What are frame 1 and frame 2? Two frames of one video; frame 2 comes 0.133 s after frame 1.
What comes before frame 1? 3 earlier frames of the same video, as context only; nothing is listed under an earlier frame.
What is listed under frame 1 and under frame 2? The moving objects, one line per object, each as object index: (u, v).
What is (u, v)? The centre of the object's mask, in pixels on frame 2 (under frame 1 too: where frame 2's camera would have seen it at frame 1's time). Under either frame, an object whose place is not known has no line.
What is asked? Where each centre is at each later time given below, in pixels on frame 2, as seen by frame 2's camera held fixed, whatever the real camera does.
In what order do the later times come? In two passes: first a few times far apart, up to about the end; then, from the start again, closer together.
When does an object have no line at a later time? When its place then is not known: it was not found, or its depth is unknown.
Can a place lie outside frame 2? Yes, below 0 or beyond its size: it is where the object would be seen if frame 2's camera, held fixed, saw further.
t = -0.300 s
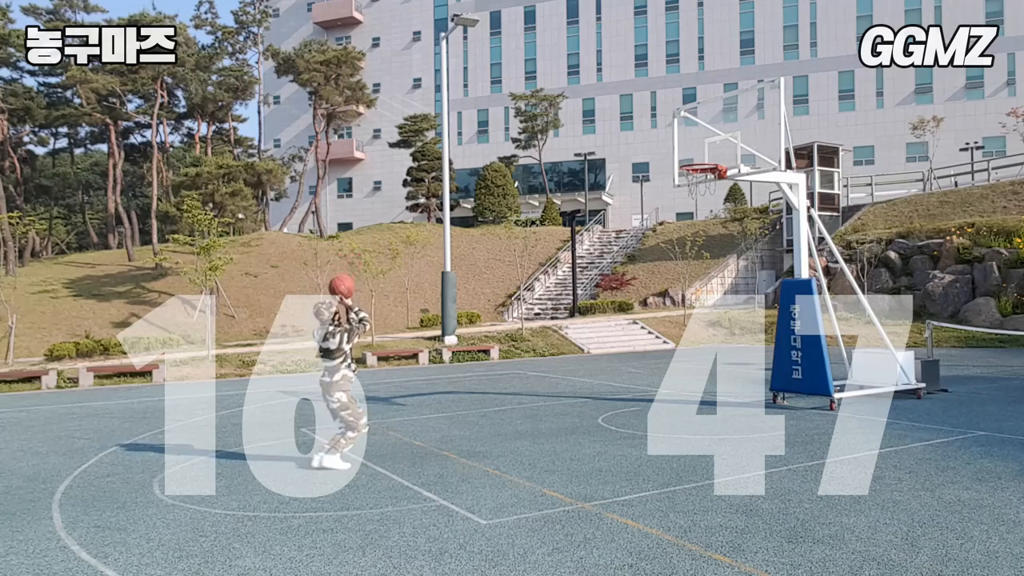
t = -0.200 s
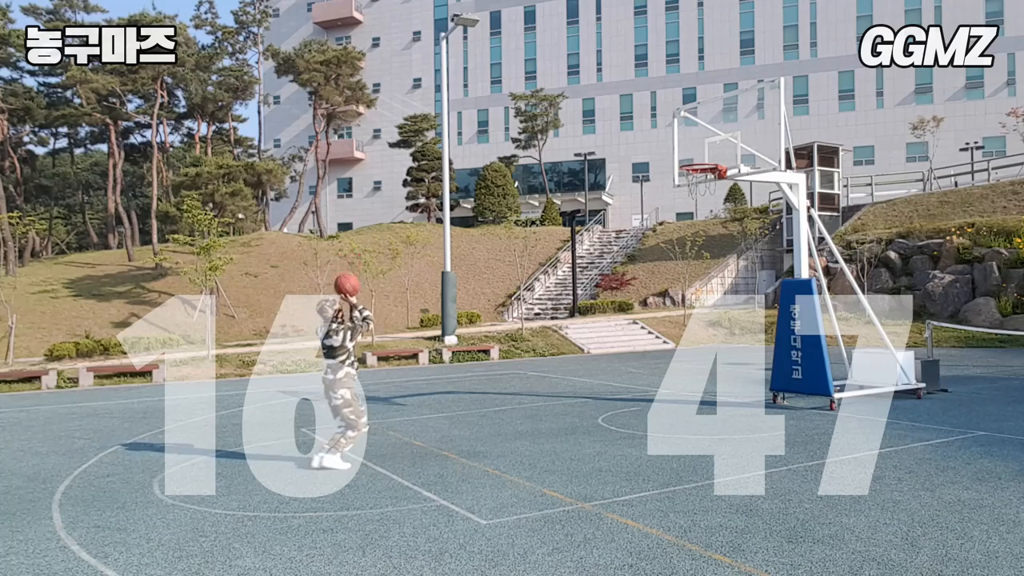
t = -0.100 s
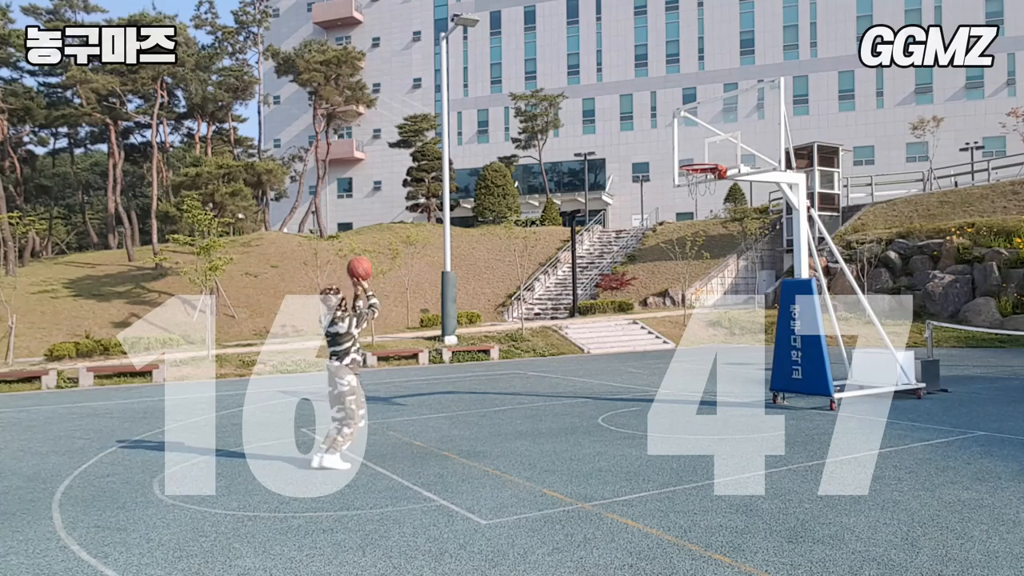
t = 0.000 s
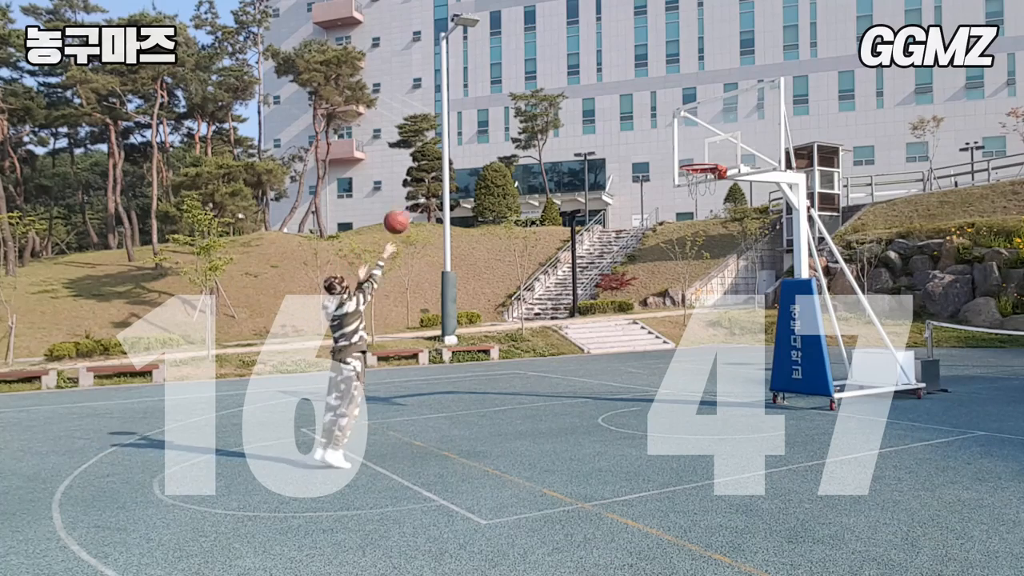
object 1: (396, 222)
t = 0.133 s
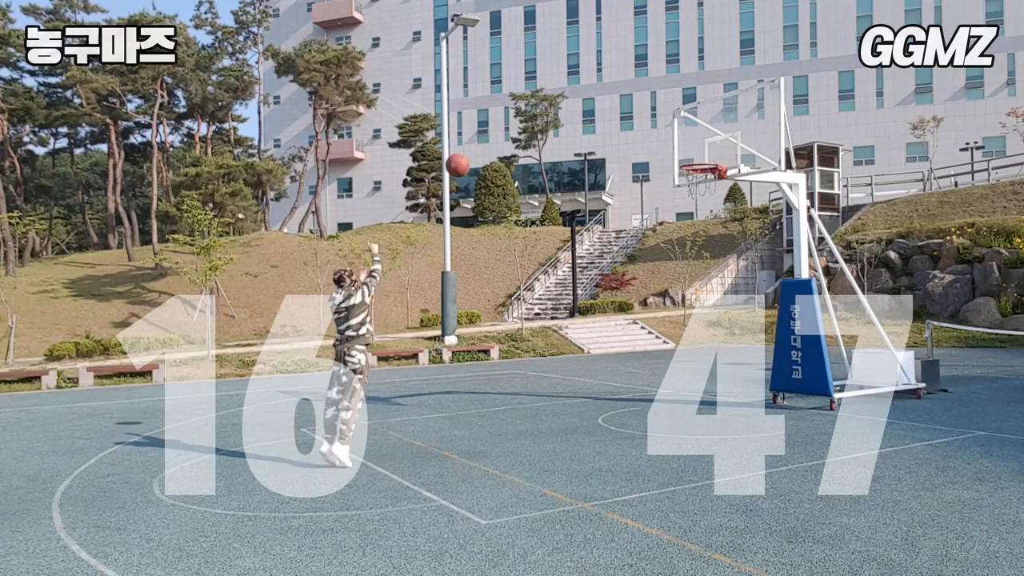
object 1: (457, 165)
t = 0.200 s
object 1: (486, 145)
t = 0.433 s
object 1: (577, 112)
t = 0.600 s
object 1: (634, 119)
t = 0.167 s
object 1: (472, 154)
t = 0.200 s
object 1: (486, 145)
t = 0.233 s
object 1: (500, 137)
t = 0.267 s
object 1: (514, 130)
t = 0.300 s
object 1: (527, 124)
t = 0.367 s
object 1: (552, 116)
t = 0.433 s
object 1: (577, 112)
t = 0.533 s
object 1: (612, 113)
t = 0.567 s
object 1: (623, 116)
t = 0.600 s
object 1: (634, 119)
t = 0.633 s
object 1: (646, 123)
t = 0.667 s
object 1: (656, 128)
